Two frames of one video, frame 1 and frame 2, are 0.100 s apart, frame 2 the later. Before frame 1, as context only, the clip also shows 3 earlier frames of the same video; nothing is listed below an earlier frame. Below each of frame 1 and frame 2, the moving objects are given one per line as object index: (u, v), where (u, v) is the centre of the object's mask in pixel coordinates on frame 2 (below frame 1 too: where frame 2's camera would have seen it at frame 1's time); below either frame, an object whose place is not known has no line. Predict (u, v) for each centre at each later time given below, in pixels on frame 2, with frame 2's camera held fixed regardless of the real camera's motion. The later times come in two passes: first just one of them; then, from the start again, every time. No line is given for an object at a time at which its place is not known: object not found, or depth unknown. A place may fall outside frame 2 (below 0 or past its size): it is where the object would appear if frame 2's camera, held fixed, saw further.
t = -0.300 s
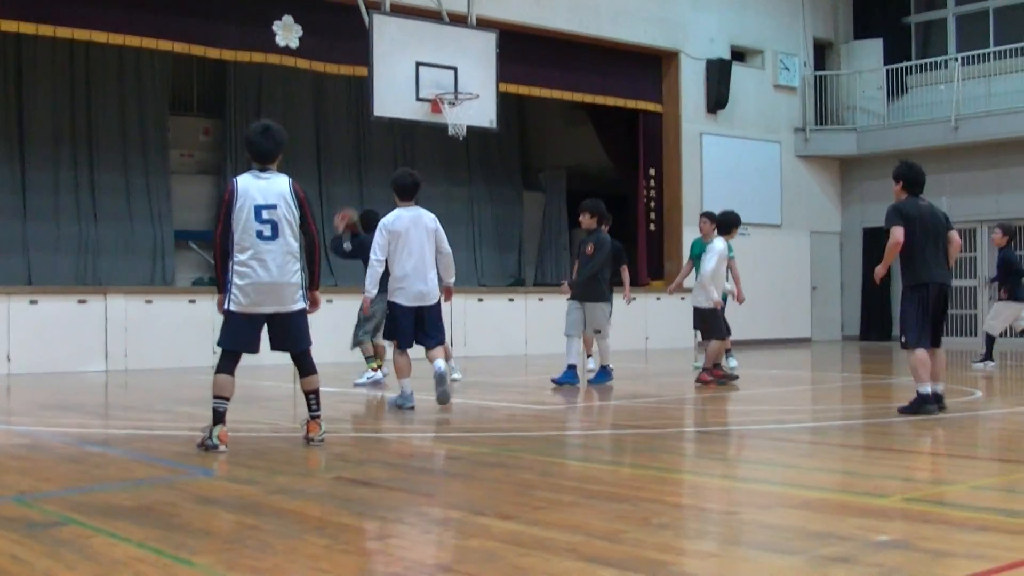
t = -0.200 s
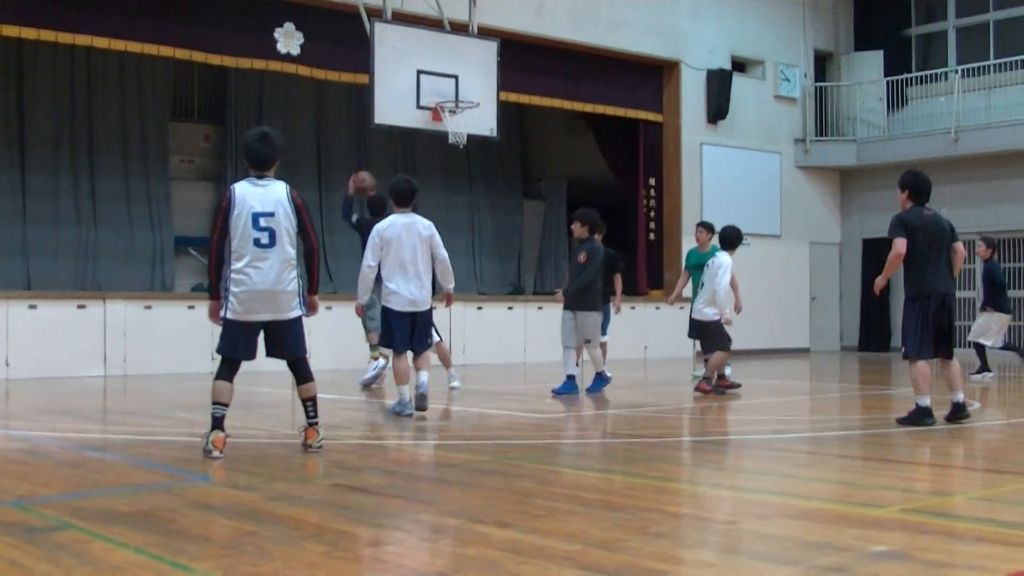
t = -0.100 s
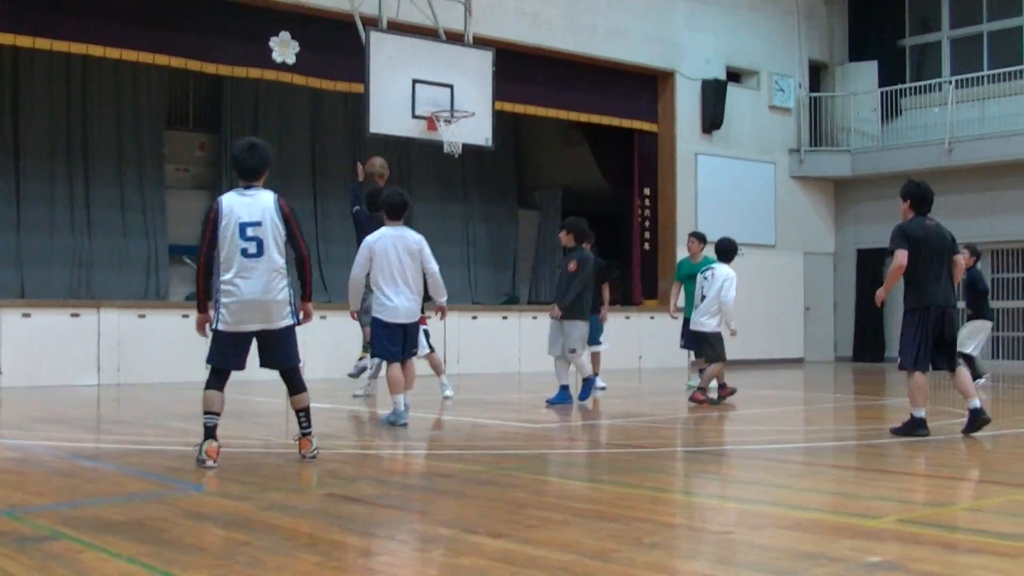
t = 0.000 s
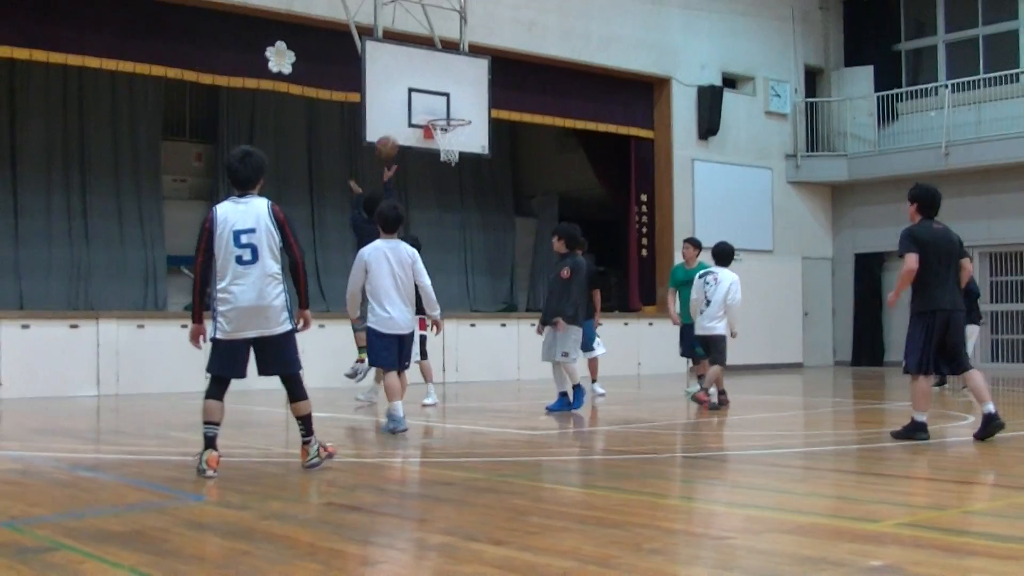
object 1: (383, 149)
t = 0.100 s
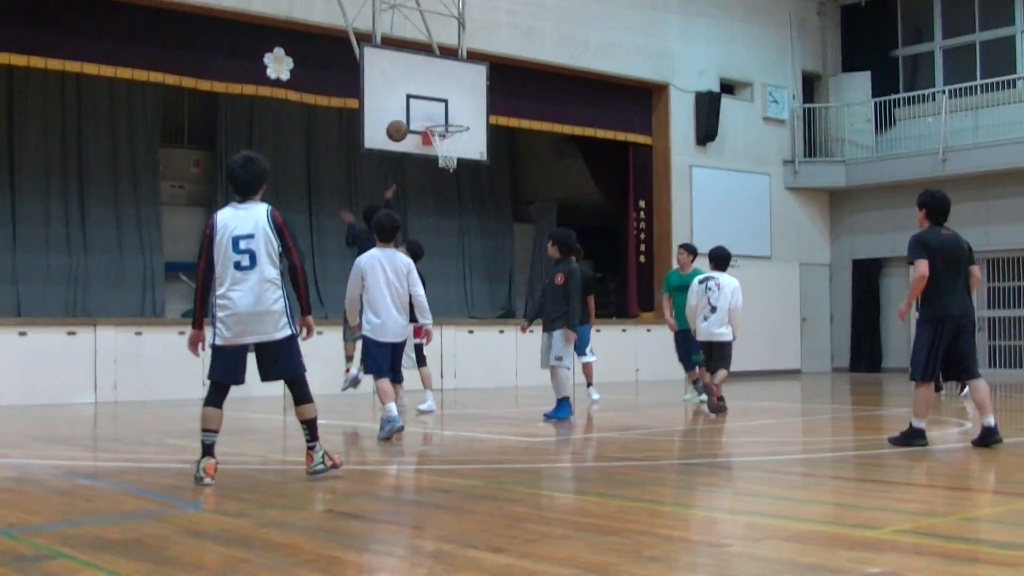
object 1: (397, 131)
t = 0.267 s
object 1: (415, 117)
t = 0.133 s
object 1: (400, 127)
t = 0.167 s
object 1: (404, 124)
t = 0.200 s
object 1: (407, 119)
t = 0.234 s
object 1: (411, 117)
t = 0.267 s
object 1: (415, 117)
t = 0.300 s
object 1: (421, 117)
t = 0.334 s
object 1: (428, 120)
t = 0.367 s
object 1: (435, 123)
